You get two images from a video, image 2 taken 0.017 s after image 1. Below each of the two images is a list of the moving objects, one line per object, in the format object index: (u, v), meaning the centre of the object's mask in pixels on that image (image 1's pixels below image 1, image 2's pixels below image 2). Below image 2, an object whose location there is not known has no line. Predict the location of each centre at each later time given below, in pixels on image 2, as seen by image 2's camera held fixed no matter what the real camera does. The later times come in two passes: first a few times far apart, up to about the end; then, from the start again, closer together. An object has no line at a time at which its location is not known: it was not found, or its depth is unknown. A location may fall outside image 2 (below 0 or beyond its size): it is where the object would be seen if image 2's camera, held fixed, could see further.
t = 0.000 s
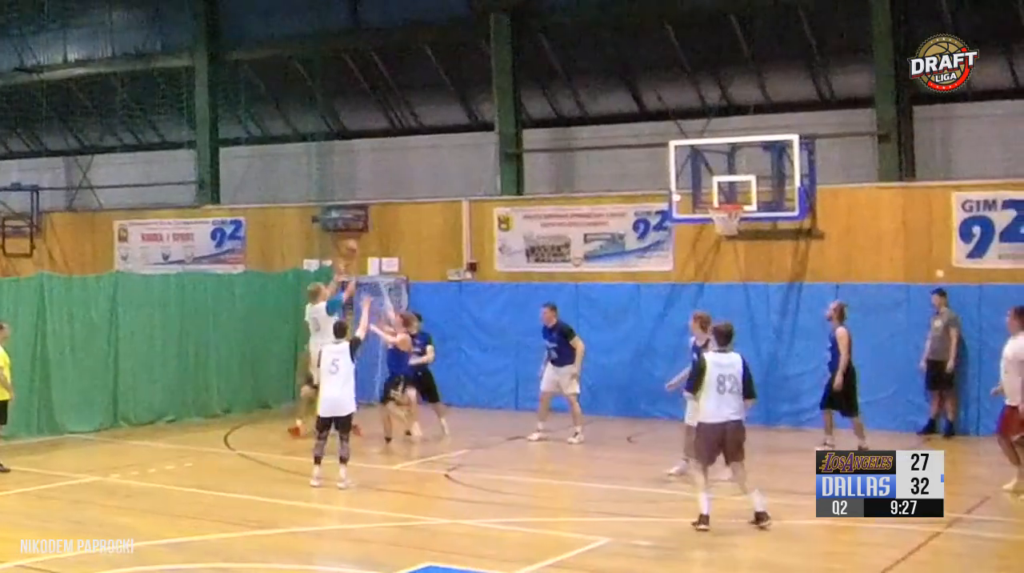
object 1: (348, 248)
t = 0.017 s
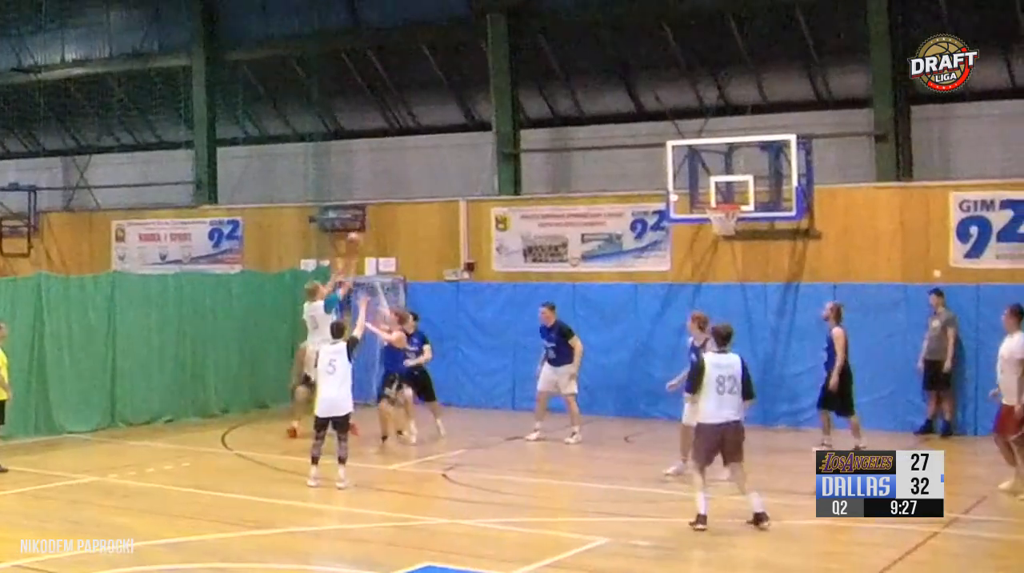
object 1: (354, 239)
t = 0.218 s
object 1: (417, 165)
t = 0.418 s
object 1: (480, 117)
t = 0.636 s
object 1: (547, 100)
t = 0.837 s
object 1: (609, 116)
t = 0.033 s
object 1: (359, 230)
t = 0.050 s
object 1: (364, 223)
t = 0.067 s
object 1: (371, 218)
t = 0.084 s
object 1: (374, 211)
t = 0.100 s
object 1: (380, 204)
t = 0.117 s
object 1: (388, 197)
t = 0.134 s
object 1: (392, 193)
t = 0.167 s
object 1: (402, 181)
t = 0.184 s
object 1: (408, 175)
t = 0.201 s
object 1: (413, 170)
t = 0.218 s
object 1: (417, 165)
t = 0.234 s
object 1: (423, 159)
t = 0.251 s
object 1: (429, 155)
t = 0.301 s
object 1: (442, 138)
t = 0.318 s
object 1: (448, 135)
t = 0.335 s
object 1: (454, 131)
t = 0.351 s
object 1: (459, 127)
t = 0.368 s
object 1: (465, 125)
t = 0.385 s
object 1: (470, 123)
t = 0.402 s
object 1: (475, 120)
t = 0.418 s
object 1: (480, 117)
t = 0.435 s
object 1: (486, 115)
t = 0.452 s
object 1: (491, 113)
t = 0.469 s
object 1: (495, 112)
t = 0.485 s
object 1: (501, 108)
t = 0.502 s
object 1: (507, 106)
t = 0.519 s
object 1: (512, 105)
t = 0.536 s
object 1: (517, 104)
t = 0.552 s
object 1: (521, 103)
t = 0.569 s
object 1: (526, 101)
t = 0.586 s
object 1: (530, 102)
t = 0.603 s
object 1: (535, 102)
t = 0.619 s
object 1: (542, 99)
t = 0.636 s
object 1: (547, 100)
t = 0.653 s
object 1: (552, 100)
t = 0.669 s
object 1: (557, 100)
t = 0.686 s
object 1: (562, 102)
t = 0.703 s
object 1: (568, 102)
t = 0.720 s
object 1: (573, 103)
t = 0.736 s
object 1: (578, 104)
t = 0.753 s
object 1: (583, 105)
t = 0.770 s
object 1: (589, 107)
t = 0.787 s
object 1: (594, 109)
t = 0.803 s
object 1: (599, 112)
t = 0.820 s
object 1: (604, 114)
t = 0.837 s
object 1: (609, 116)
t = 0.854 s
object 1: (614, 118)
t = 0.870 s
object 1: (620, 121)
